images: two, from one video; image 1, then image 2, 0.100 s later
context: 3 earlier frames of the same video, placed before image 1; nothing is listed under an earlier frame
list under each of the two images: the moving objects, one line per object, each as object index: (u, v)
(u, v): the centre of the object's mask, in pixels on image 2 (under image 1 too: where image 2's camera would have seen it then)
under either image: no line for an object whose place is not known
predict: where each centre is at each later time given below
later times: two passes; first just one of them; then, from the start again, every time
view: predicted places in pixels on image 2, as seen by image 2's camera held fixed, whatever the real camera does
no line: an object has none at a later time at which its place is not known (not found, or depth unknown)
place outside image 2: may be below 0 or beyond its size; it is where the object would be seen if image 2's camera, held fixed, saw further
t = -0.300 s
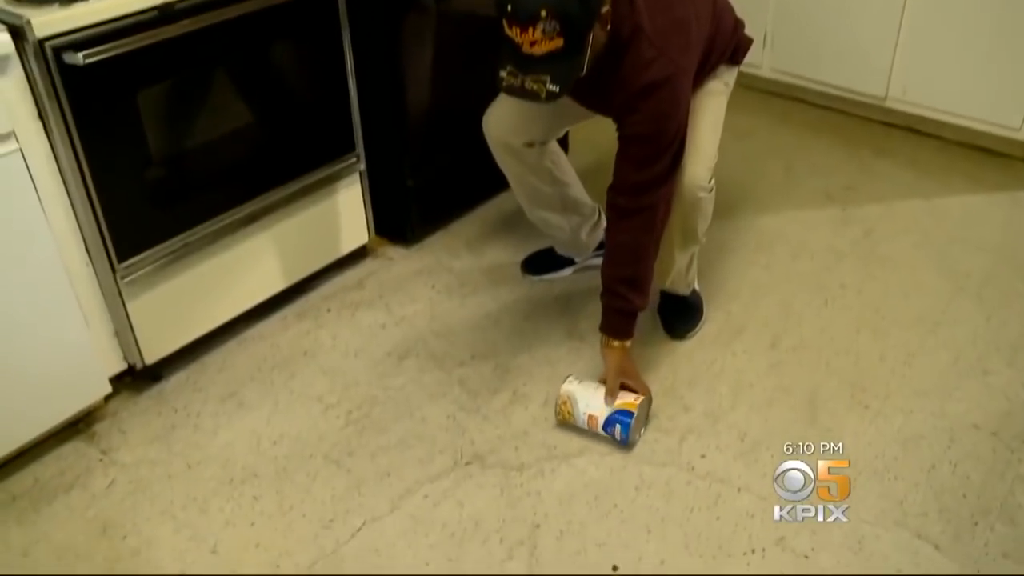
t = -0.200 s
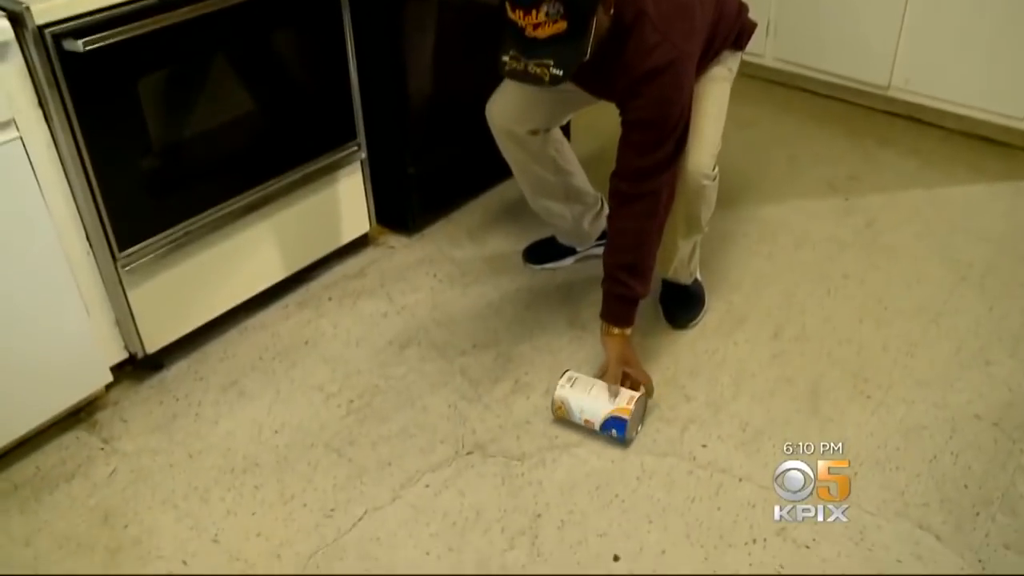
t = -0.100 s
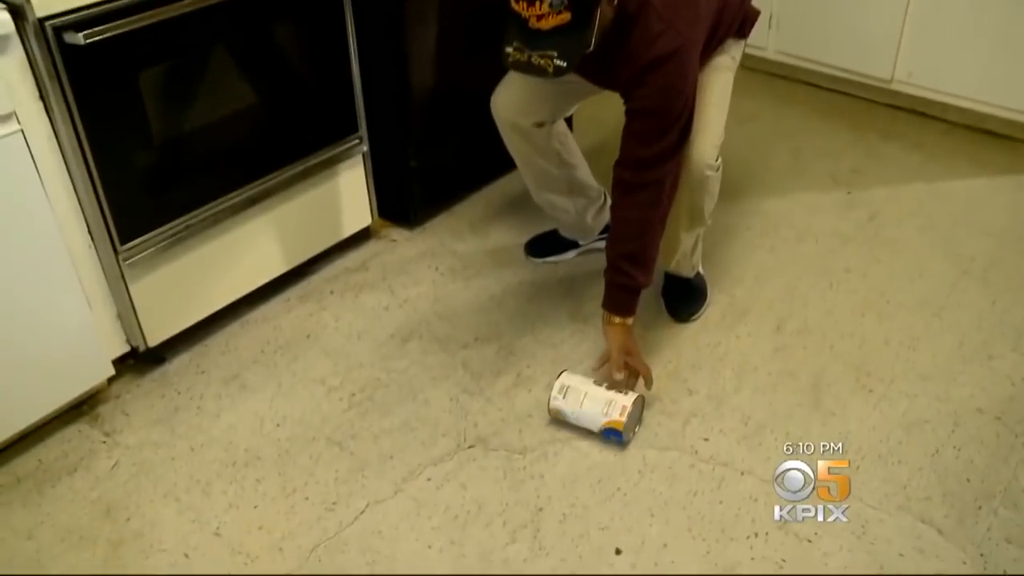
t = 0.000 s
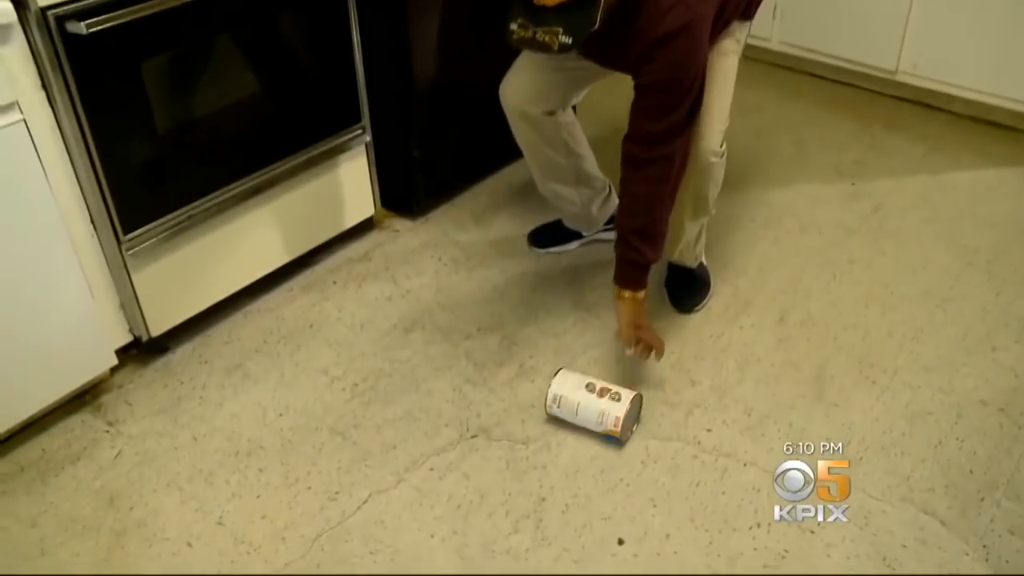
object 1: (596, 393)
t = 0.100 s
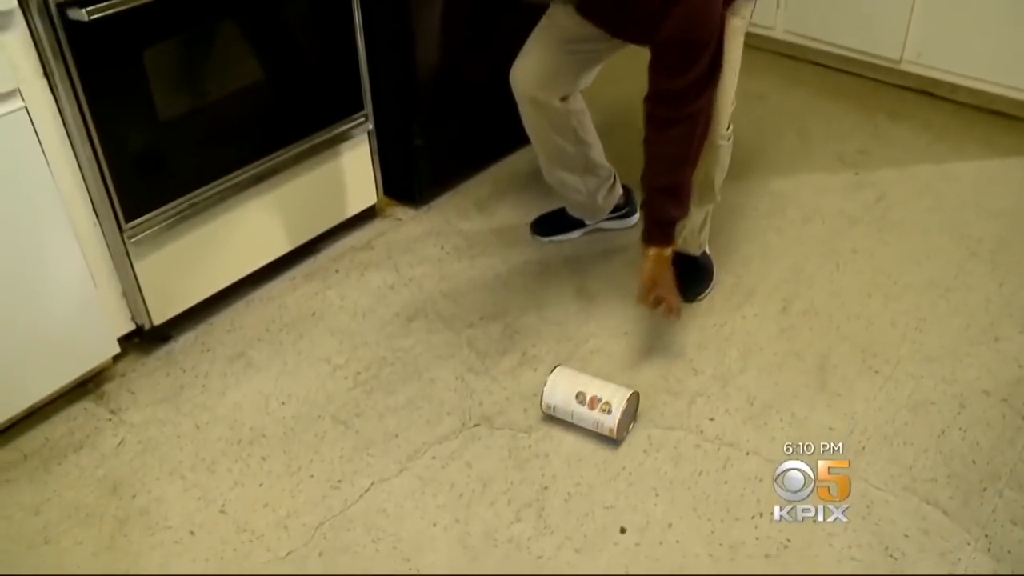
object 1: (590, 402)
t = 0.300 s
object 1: (574, 425)
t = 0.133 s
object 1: (587, 405)
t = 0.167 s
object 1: (585, 409)
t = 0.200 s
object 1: (583, 413)
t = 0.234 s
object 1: (580, 417)
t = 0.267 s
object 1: (577, 421)
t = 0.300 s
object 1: (574, 425)
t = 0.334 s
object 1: (571, 429)
